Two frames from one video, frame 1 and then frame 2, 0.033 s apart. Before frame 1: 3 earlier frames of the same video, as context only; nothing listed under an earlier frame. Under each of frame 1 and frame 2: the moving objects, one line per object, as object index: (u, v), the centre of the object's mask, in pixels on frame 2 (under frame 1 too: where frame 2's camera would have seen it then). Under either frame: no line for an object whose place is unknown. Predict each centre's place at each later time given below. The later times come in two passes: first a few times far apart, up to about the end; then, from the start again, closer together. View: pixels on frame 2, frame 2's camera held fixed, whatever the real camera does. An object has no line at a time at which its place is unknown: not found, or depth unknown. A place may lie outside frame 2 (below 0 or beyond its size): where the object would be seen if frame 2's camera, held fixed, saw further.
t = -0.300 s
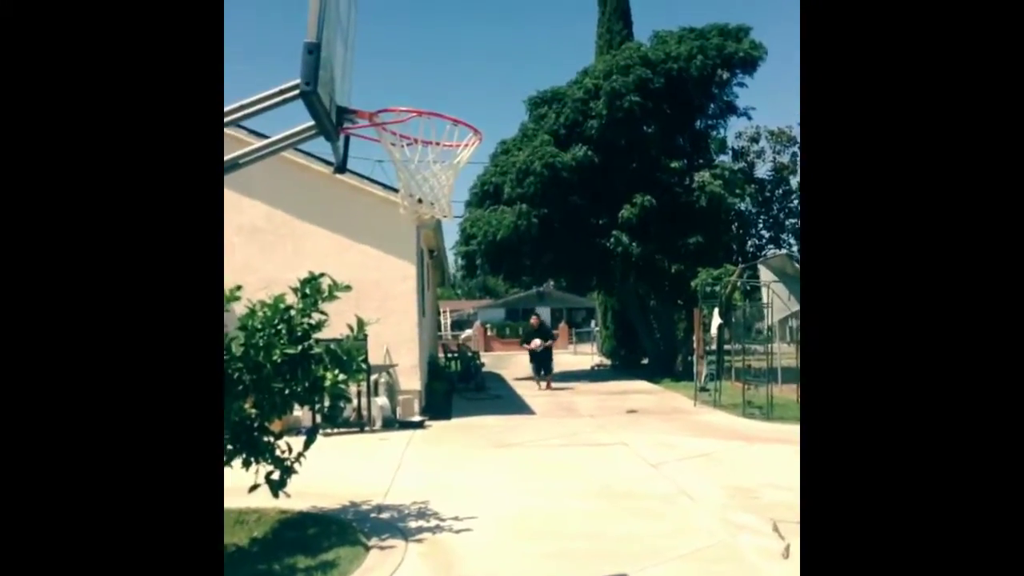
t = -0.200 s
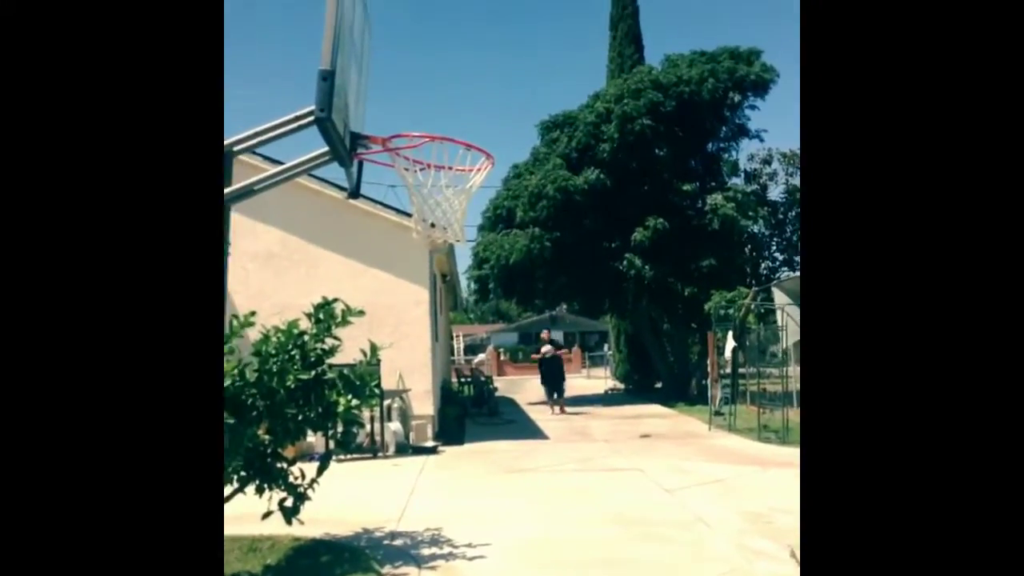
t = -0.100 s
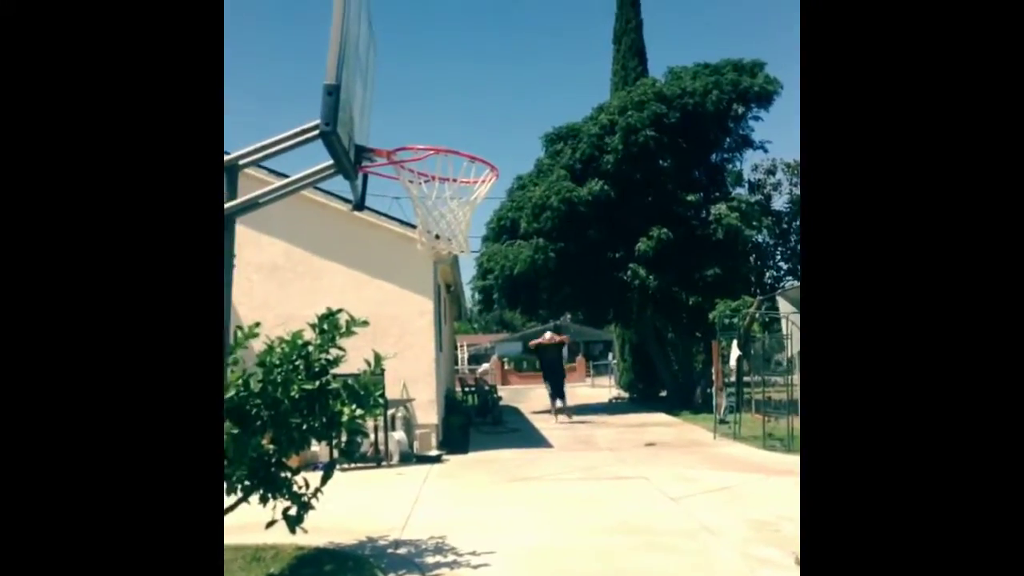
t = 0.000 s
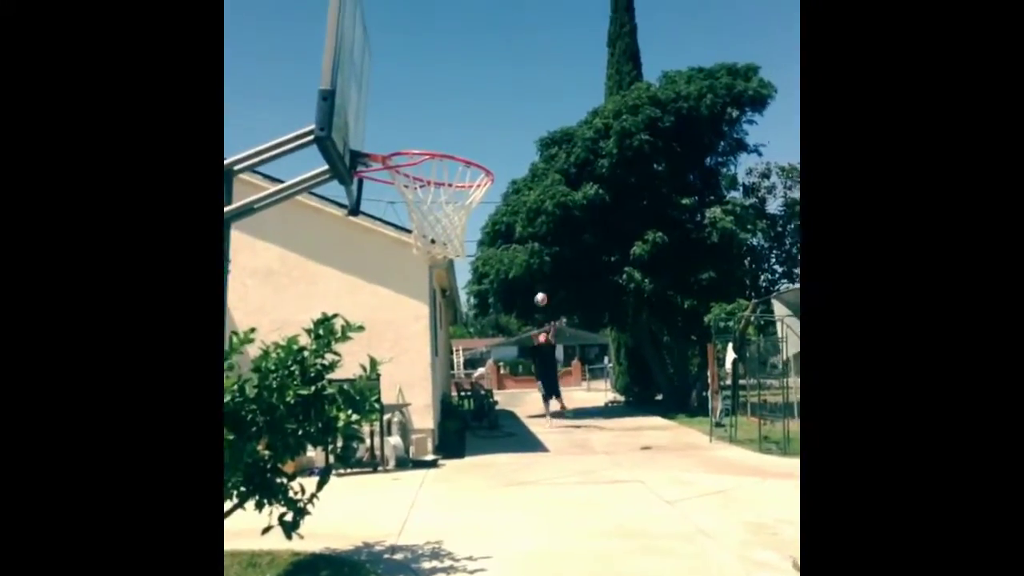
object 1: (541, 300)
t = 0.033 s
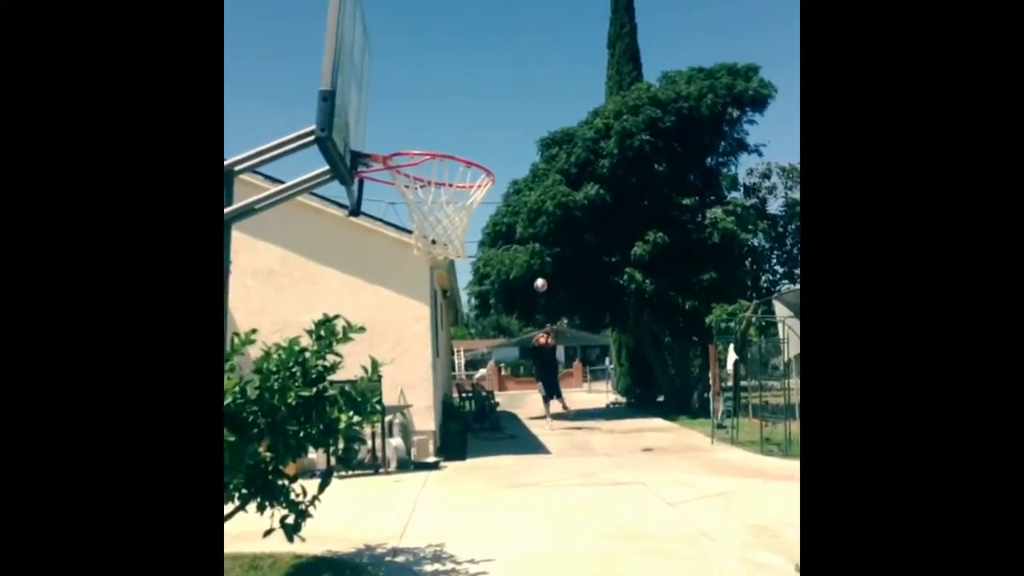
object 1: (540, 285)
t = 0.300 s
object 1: (531, 170)
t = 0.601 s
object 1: (515, 60)
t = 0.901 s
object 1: (498, -26)
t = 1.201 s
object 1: (478, -60)
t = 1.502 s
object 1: (450, 16)
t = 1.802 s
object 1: (477, 347)
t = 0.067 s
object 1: (539, 269)
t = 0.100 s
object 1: (537, 254)
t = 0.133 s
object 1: (536, 240)
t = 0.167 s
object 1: (535, 226)
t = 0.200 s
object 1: (533, 212)
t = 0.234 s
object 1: (532, 197)
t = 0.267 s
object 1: (531, 184)
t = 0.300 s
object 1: (531, 170)
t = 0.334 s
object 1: (529, 156)
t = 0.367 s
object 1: (528, 144)
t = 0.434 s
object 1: (524, 118)
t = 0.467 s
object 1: (522, 105)
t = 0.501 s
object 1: (520, 94)
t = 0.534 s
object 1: (519, 82)
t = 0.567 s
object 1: (517, 70)
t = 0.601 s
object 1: (515, 60)
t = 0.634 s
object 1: (513, 49)
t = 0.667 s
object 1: (512, 37)
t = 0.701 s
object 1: (510, 25)
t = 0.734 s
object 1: (507, 16)
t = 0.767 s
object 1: (506, 8)
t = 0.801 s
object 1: (504, -2)
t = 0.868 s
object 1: (500, -17)
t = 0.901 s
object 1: (498, -26)
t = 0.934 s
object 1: (496, -32)
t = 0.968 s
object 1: (494, -39)
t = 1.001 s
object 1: (492, -45)
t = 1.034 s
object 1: (490, -50)
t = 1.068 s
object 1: (487, -54)
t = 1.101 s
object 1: (486, -59)
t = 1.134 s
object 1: (483, -60)
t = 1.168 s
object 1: (480, -60)
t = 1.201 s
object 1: (478, -60)
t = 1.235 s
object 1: (476, -60)
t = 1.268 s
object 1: (474, -59)
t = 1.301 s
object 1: (470, -56)
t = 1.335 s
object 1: (467, -49)
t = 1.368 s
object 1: (464, -41)
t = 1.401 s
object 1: (460, -30)
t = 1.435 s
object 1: (457, -18)
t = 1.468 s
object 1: (452, -2)
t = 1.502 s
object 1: (450, 16)
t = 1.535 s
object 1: (444, 40)
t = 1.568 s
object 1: (438, 71)
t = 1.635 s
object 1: (425, 150)
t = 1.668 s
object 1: (427, 196)
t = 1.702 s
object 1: (442, 239)
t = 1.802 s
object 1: (477, 347)
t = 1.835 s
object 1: (488, 386)
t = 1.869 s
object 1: (503, 427)
